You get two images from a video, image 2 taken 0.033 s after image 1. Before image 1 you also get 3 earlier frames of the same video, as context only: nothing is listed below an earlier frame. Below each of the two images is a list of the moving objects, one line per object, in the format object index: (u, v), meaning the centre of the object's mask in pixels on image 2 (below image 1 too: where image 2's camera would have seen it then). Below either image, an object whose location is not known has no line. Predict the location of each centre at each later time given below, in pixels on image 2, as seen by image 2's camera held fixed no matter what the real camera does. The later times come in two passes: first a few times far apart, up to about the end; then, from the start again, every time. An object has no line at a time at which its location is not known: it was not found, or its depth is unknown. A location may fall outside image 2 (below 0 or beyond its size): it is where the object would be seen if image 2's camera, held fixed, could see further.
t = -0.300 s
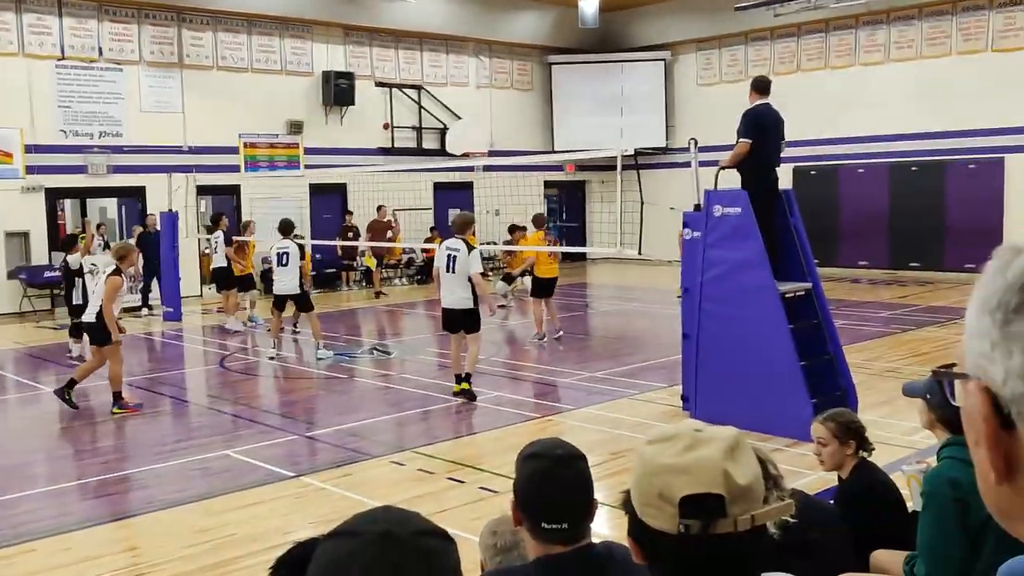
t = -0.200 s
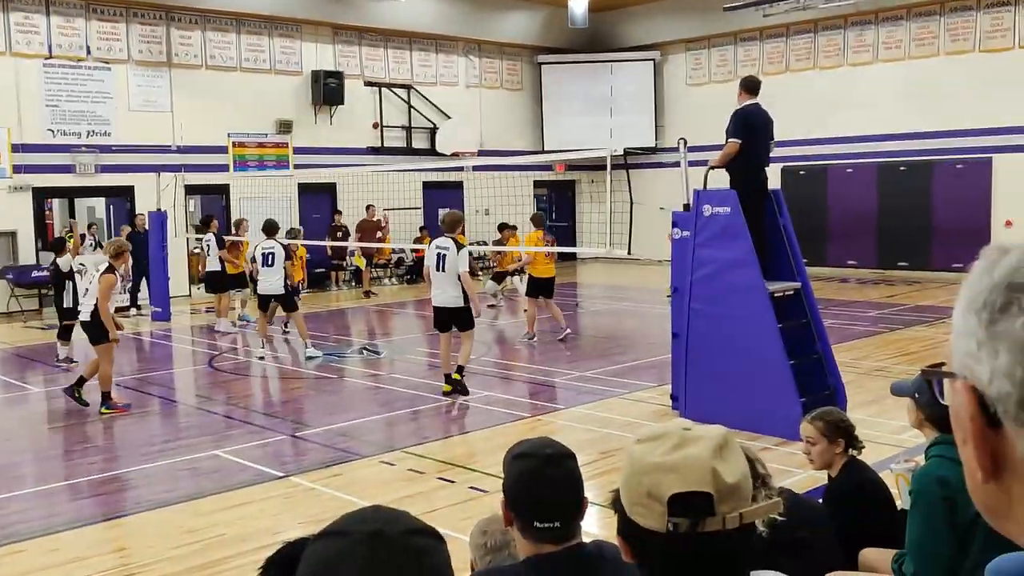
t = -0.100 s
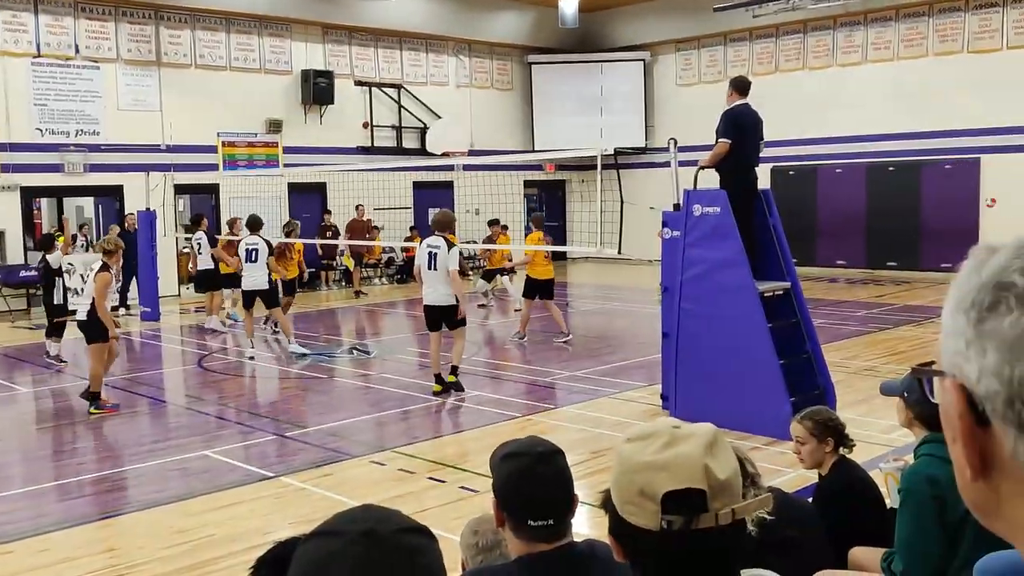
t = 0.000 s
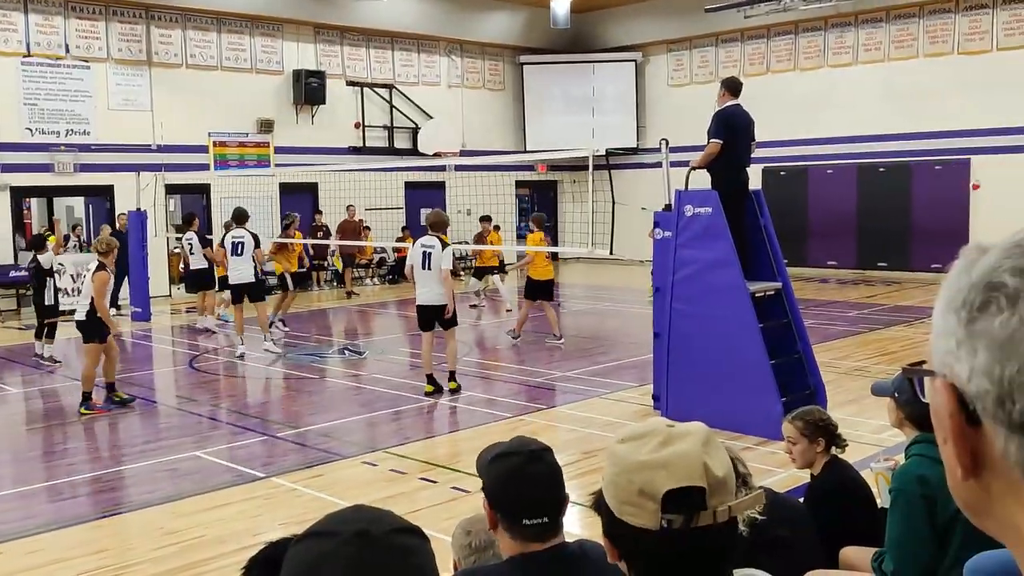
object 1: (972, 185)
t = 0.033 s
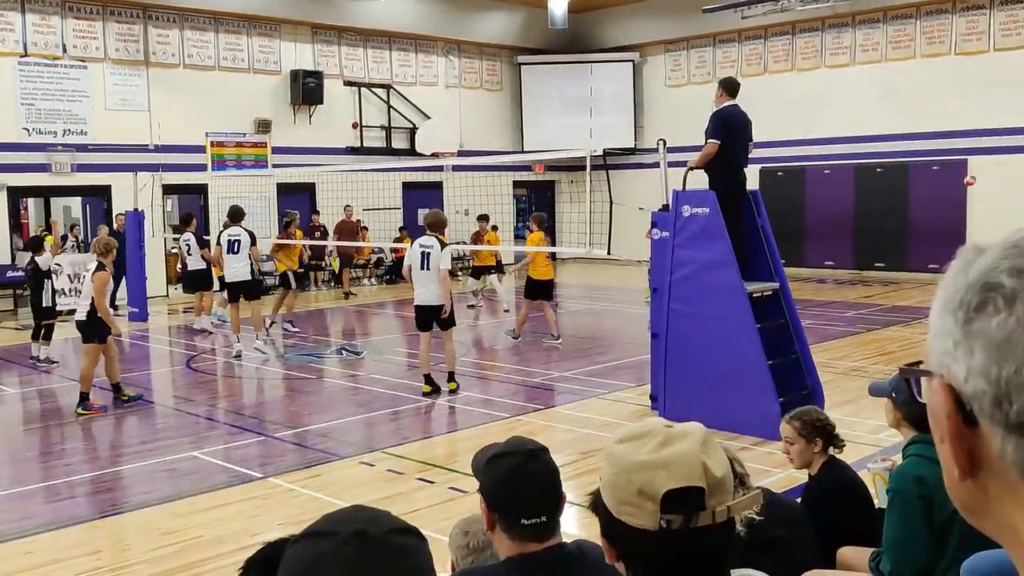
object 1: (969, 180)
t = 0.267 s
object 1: (957, 156)
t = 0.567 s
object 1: (939, 163)
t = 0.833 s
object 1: (922, 216)
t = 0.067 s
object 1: (967, 175)
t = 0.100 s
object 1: (965, 171)
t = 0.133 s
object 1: (964, 167)
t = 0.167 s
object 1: (962, 164)
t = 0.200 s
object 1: (960, 160)
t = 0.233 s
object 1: (958, 157)
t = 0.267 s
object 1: (957, 156)
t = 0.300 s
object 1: (954, 155)
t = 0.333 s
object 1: (952, 154)
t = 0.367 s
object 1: (951, 154)
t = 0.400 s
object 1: (949, 153)
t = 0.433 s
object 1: (947, 154)
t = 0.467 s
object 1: (944, 156)
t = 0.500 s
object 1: (943, 157)
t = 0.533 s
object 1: (941, 159)
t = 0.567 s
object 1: (939, 163)
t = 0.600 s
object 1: (936, 167)
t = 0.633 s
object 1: (935, 172)
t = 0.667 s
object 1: (933, 177)
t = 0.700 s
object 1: (931, 183)
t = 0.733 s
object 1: (928, 190)
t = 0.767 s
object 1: (926, 198)
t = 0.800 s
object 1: (924, 207)
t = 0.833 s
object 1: (922, 216)
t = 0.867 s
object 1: (920, 226)
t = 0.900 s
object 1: (917, 238)
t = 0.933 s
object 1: (915, 250)
